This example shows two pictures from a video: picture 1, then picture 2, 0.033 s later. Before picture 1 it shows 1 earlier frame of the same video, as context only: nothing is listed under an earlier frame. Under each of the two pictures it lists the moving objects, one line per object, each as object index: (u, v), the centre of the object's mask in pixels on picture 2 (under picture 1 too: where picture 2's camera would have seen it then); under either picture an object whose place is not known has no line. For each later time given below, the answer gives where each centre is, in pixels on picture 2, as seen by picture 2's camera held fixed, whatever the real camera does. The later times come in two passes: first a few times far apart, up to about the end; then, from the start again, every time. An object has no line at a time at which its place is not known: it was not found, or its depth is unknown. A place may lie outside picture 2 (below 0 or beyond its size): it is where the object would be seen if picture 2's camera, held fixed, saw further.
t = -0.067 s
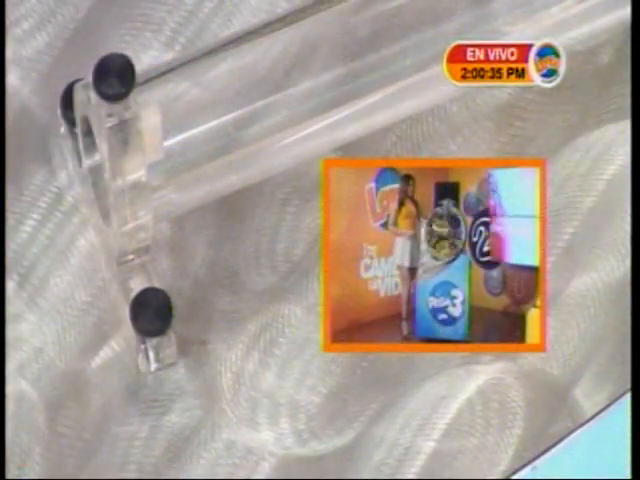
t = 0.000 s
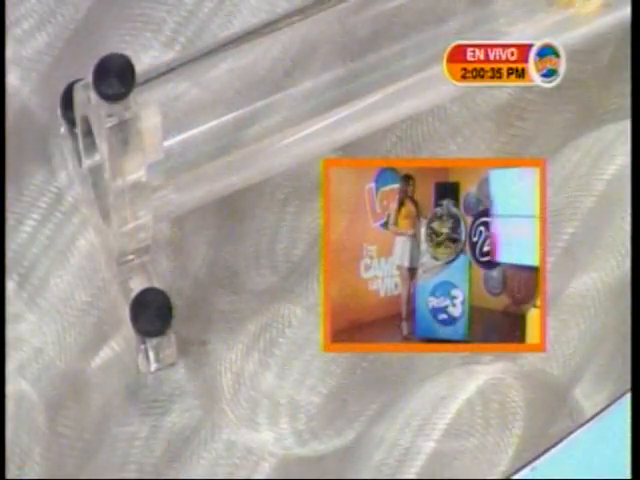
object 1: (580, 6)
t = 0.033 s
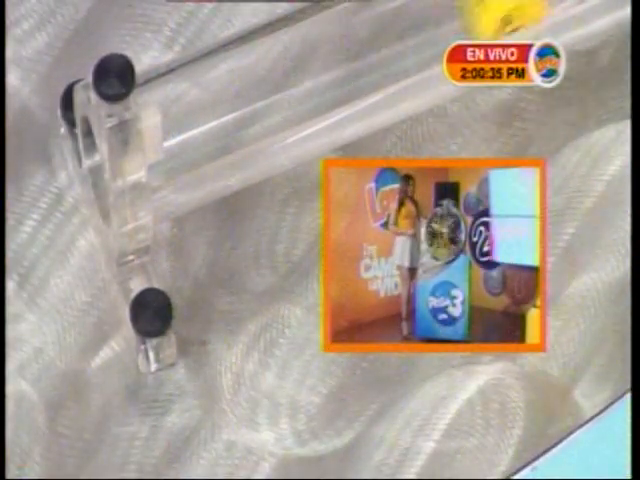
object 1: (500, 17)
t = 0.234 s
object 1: (197, 129)
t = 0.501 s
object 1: (187, 136)
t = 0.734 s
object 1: (186, 136)
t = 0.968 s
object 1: (186, 137)
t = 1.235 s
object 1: (186, 136)
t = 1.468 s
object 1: (186, 136)
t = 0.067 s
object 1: (418, 38)
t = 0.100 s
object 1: (336, 66)
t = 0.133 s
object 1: (250, 104)
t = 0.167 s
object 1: (185, 129)
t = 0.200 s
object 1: (198, 126)
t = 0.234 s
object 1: (197, 129)
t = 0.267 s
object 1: (187, 133)
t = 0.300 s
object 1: (189, 134)
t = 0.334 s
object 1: (189, 135)
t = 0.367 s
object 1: (186, 136)
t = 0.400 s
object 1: (186, 136)
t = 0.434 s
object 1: (186, 136)
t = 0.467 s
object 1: (186, 136)
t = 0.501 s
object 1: (187, 136)
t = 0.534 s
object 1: (187, 137)
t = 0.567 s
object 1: (186, 137)
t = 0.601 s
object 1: (186, 136)
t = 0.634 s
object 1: (186, 136)
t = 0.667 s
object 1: (186, 136)
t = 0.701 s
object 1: (186, 137)
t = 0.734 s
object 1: (186, 136)
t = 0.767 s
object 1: (186, 137)
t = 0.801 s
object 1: (186, 137)
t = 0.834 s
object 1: (186, 137)
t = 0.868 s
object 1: (186, 137)
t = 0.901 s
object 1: (186, 136)
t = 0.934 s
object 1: (186, 137)
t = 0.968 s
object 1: (186, 137)
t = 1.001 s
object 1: (186, 137)
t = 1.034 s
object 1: (186, 137)
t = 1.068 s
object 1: (186, 136)
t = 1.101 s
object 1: (186, 136)
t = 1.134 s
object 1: (186, 136)
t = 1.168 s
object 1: (186, 136)
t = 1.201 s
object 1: (186, 136)
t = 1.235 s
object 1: (186, 136)
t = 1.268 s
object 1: (186, 136)
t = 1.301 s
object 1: (186, 136)
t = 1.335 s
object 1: (186, 136)
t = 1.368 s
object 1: (186, 136)
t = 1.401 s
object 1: (186, 136)
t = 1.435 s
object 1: (186, 136)
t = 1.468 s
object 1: (186, 136)
